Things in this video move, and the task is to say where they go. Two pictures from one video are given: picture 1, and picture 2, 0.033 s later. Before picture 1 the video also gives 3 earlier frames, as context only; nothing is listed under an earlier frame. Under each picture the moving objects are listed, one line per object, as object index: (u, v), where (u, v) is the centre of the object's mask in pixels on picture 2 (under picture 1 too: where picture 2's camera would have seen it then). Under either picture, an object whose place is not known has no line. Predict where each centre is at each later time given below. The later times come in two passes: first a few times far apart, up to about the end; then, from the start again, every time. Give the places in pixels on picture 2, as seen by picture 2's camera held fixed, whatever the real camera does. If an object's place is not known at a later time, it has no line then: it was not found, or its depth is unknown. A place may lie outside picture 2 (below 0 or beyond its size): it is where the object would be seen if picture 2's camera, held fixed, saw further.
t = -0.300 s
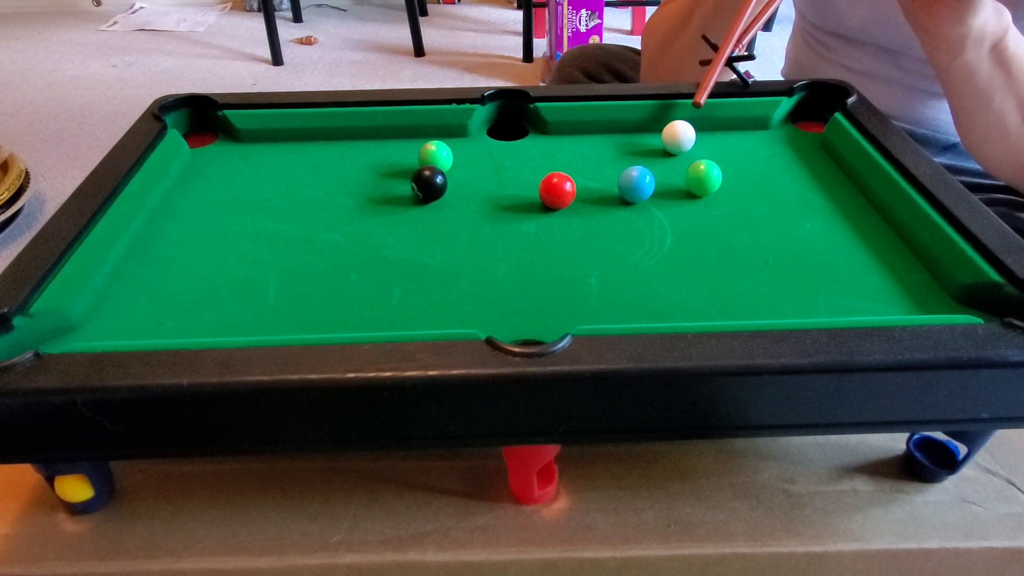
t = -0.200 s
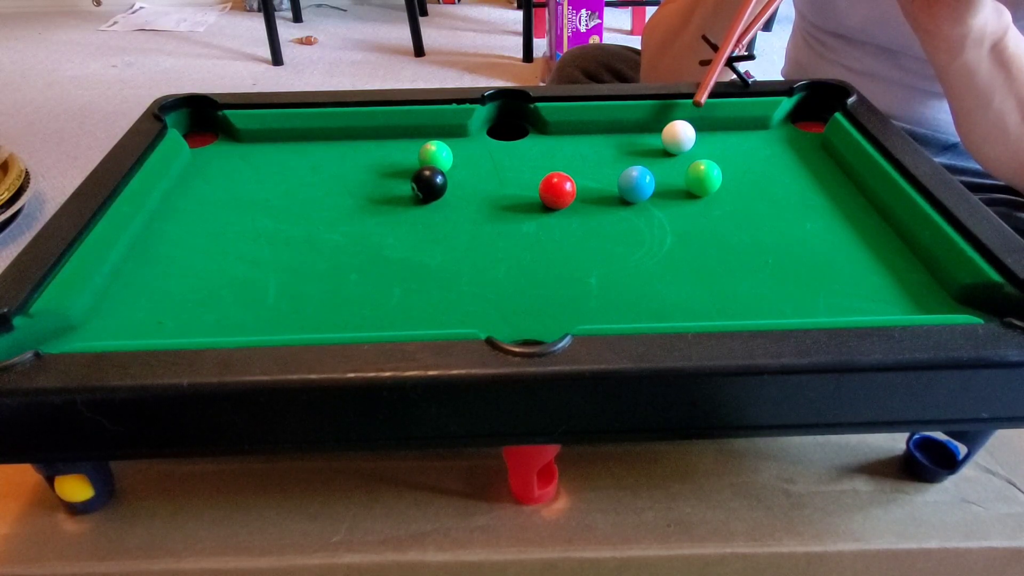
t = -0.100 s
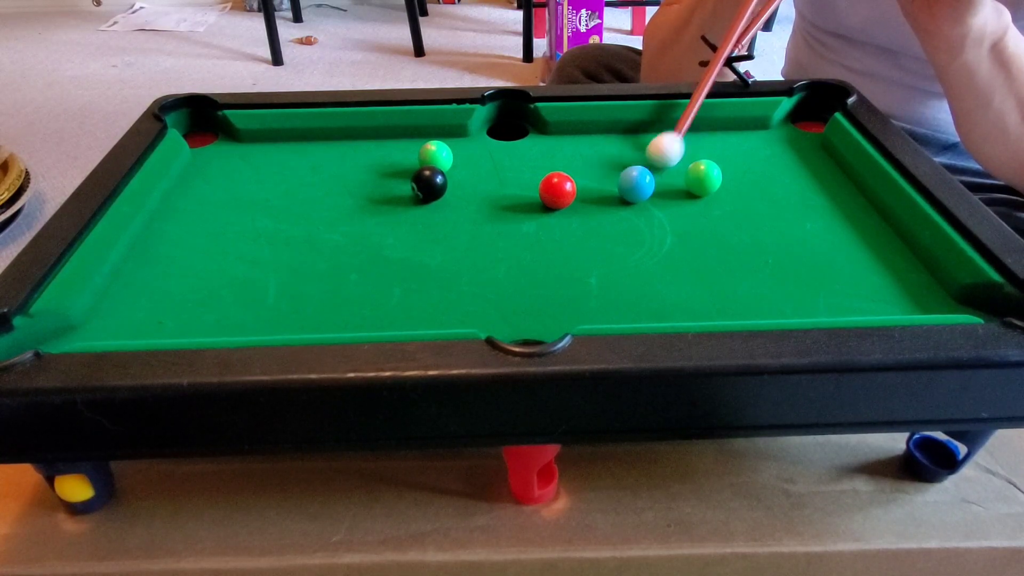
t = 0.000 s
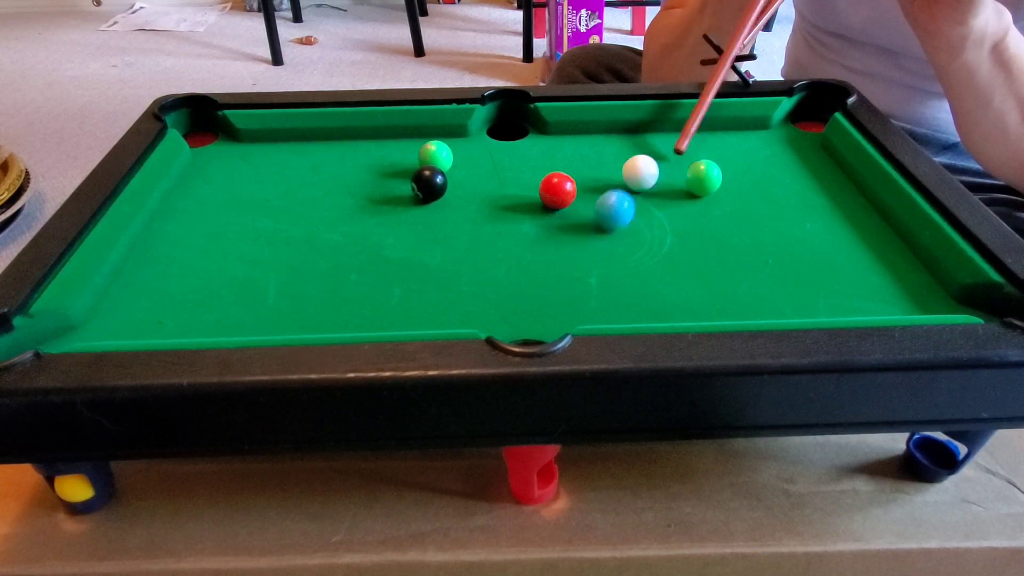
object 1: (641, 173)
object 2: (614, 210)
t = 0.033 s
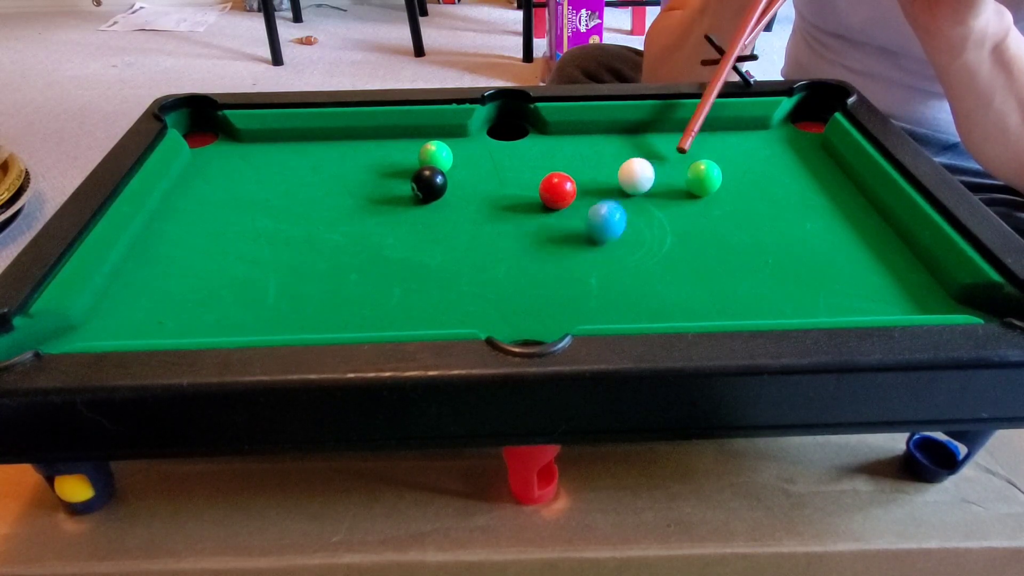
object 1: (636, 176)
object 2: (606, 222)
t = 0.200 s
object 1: (622, 189)
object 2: (566, 281)
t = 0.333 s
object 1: (620, 198)
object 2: (533, 327)
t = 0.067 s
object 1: (632, 179)
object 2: (598, 233)
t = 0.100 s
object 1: (628, 182)
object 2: (589, 245)
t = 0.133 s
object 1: (626, 184)
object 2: (582, 256)
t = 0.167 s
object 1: (624, 187)
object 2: (573, 269)
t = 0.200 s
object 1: (622, 189)
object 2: (566, 281)
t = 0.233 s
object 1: (621, 192)
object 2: (558, 294)
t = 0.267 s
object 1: (621, 194)
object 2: (550, 305)
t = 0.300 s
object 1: (620, 196)
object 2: (541, 317)
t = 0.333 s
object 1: (620, 198)
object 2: (533, 327)
